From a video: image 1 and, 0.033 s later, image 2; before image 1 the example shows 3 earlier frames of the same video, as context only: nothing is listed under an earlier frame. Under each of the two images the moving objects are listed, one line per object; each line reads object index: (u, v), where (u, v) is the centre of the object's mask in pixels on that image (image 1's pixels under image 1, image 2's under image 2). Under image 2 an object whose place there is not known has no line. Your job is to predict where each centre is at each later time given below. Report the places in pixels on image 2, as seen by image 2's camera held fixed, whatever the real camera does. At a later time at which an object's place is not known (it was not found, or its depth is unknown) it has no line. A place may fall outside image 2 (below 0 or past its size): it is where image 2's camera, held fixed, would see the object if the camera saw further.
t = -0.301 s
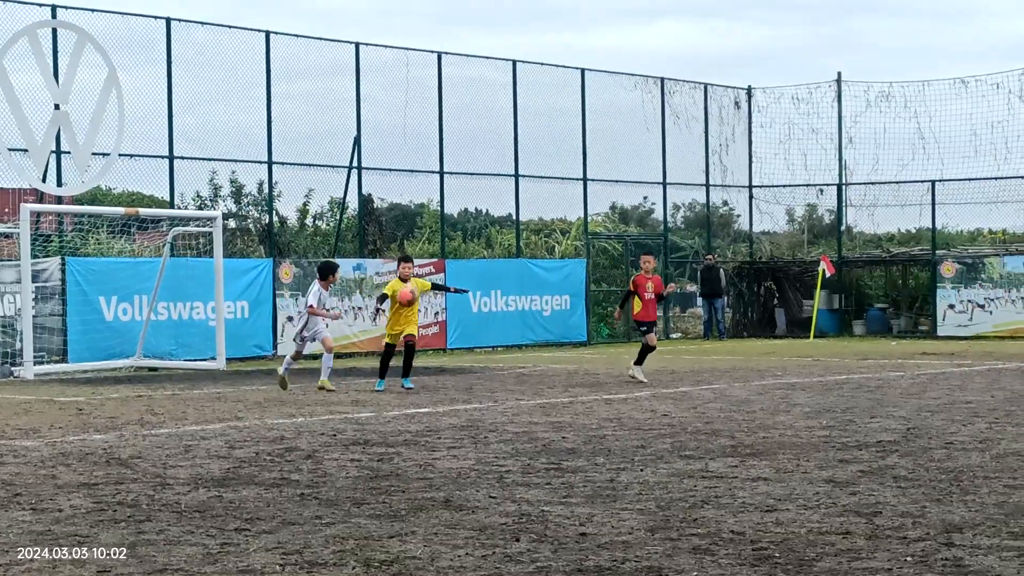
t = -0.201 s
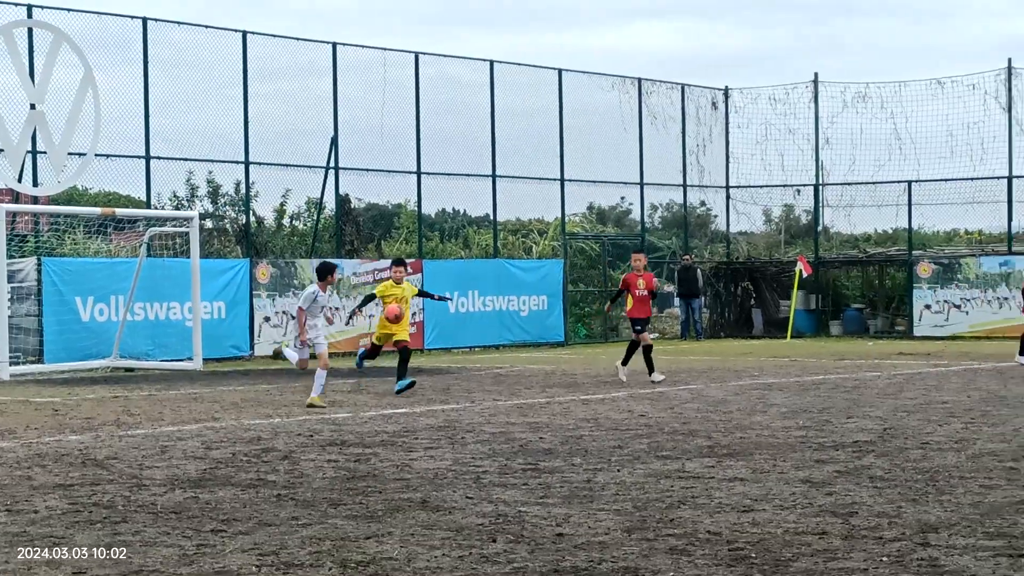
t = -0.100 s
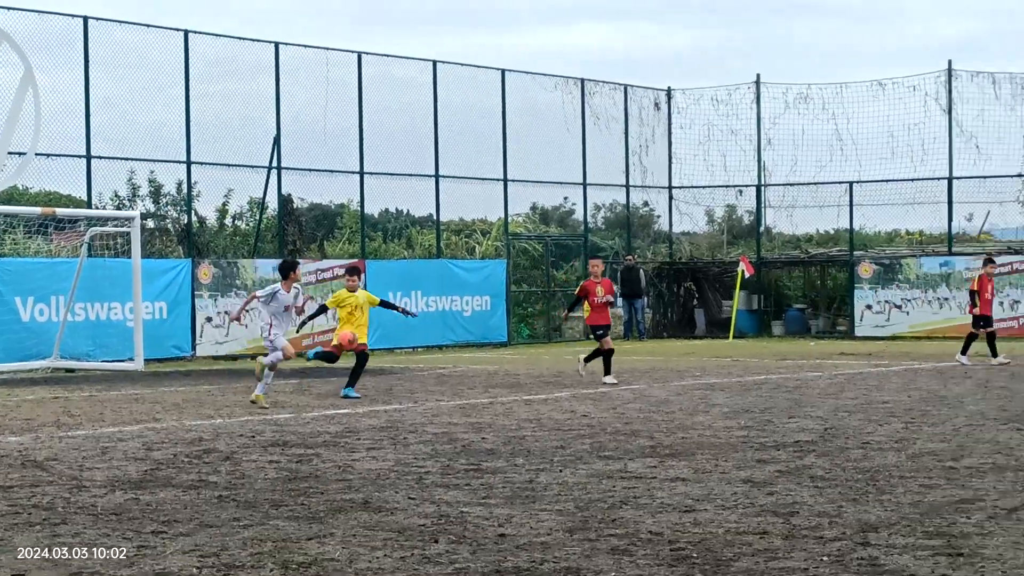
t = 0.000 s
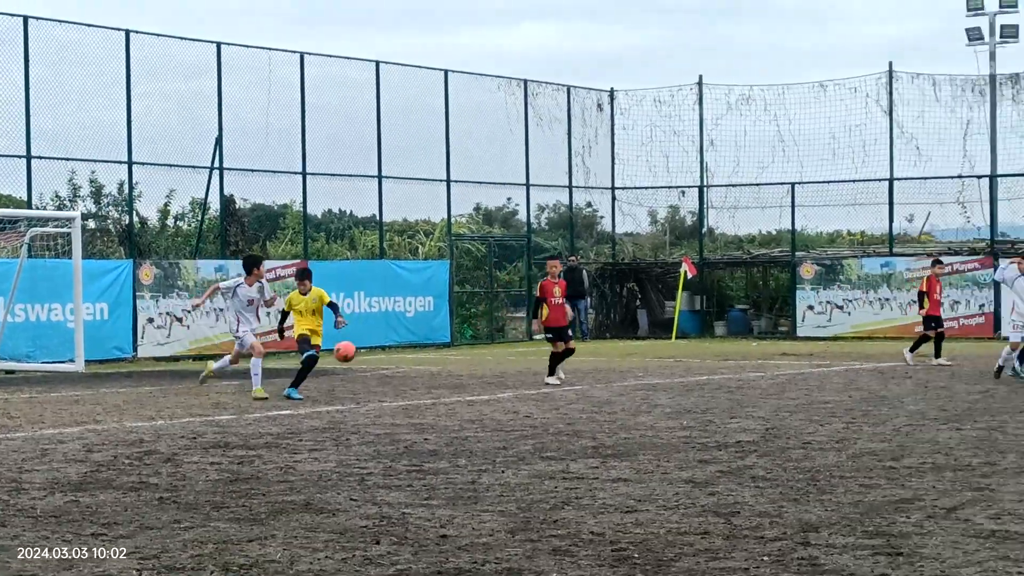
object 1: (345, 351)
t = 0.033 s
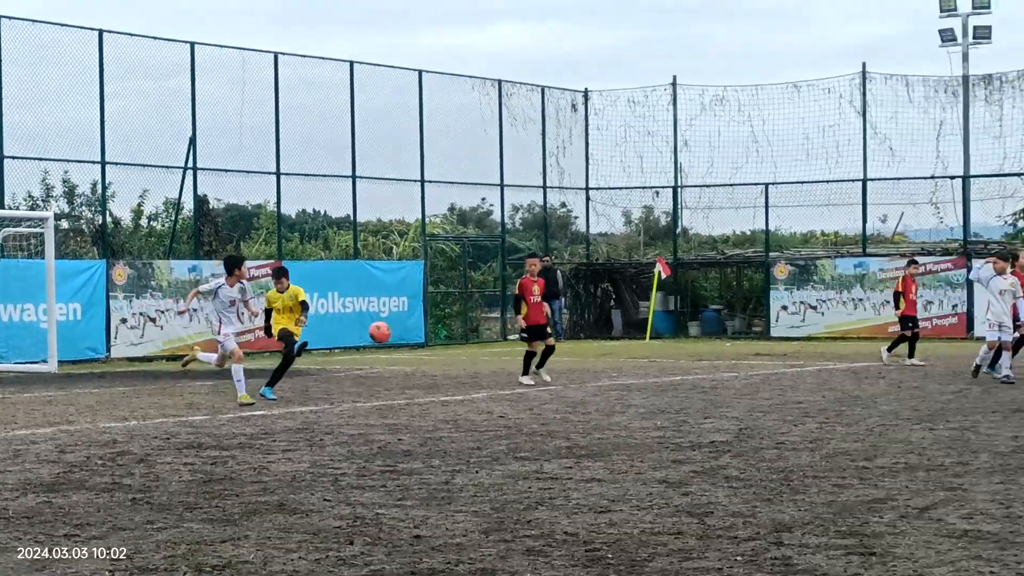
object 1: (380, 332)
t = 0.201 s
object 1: (692, 256)
